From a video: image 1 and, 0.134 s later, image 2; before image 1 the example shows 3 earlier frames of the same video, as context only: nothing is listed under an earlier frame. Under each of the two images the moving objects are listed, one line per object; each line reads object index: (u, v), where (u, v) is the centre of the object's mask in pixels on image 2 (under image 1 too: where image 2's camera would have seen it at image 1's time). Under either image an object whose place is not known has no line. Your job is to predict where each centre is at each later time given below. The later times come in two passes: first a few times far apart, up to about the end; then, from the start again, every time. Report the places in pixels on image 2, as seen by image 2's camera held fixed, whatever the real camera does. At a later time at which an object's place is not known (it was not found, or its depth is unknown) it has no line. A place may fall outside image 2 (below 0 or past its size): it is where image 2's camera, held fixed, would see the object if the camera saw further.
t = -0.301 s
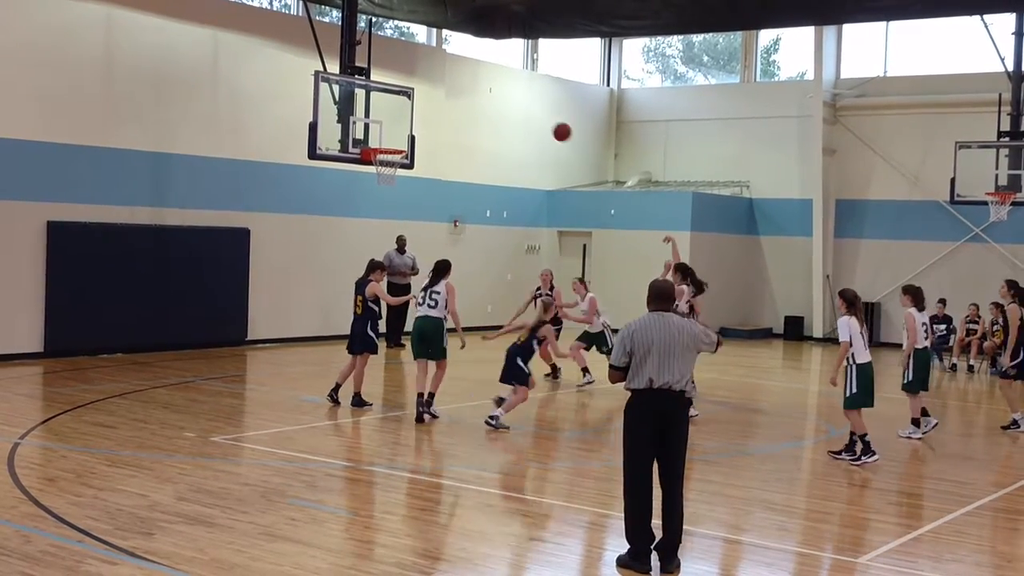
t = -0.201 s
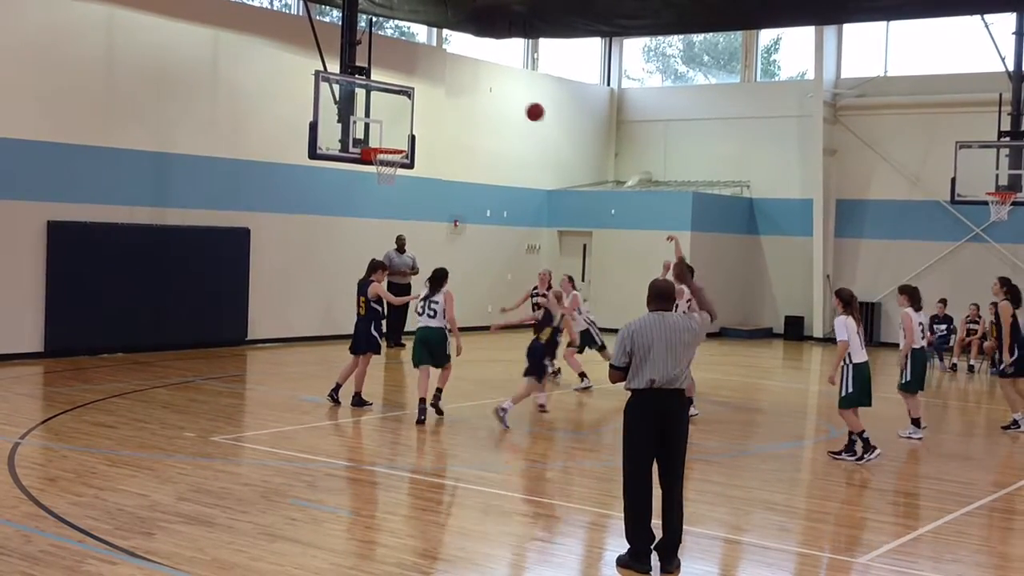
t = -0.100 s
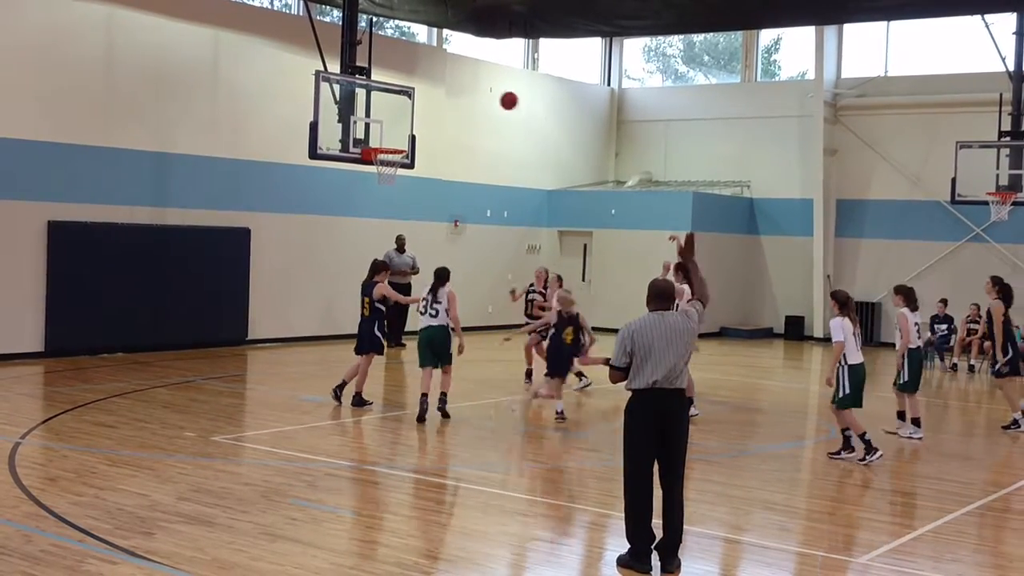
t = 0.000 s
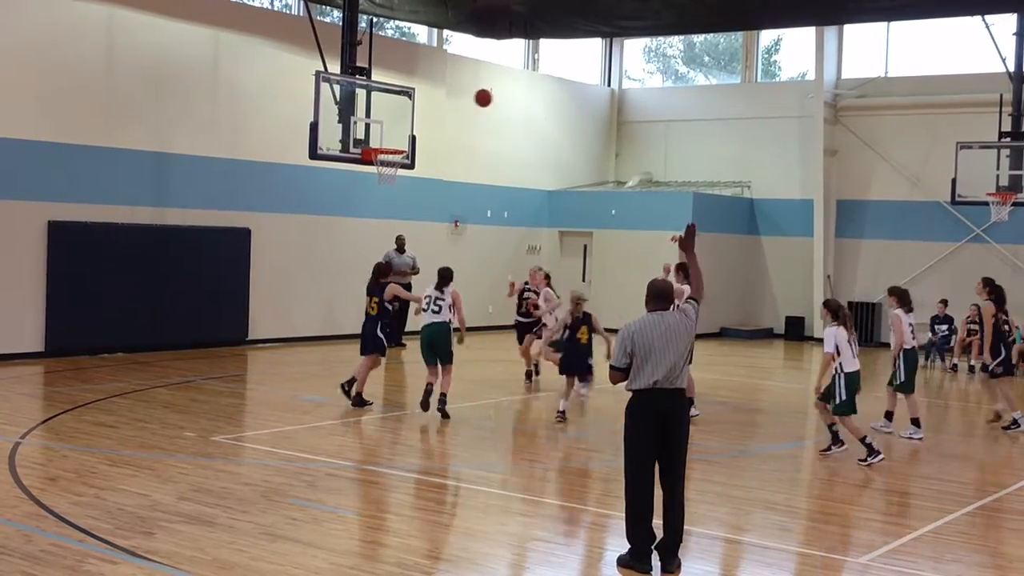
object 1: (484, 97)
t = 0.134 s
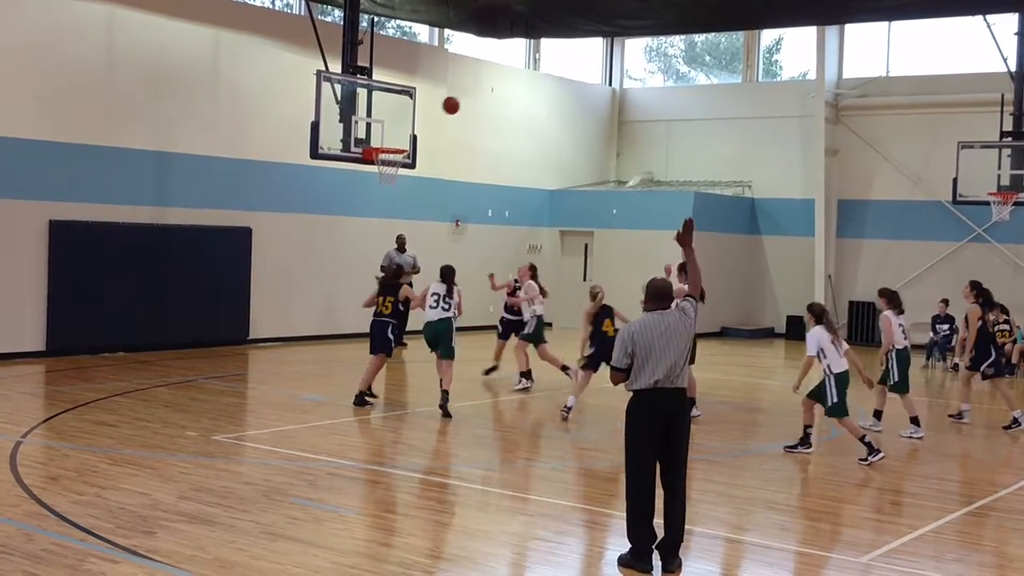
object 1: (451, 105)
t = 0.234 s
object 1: (426, 120)
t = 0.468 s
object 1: (381, 152)
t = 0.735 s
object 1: (403, 167)
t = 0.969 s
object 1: (392, 177)
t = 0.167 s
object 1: (442, 109)
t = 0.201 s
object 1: (434, 114)
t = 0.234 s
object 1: (426, 120)
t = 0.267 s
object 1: (418, 126)
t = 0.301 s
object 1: (410, 133)
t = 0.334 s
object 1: (402, 141)
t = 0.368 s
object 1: (395, 146)
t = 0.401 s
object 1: (388, 149)
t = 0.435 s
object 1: (383, 150)
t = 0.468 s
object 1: (381, 152)
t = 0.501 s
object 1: (382, 152)
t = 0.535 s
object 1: (387, 154)
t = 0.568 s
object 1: (391, 156)
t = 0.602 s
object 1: (394, 158)
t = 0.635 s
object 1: (398, 161)
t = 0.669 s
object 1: (400, 164)
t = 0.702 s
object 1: (402, 166)
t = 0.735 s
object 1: (403, 167)
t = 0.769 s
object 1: (403, 167)
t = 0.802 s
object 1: (402, 168)
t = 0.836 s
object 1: (401, 168)
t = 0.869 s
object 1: (400, 170)
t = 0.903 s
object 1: (397, 172)
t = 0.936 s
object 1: (395, 175)
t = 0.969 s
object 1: (392, 177)
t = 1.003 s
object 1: (390, 184)
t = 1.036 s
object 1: (388, 189)
